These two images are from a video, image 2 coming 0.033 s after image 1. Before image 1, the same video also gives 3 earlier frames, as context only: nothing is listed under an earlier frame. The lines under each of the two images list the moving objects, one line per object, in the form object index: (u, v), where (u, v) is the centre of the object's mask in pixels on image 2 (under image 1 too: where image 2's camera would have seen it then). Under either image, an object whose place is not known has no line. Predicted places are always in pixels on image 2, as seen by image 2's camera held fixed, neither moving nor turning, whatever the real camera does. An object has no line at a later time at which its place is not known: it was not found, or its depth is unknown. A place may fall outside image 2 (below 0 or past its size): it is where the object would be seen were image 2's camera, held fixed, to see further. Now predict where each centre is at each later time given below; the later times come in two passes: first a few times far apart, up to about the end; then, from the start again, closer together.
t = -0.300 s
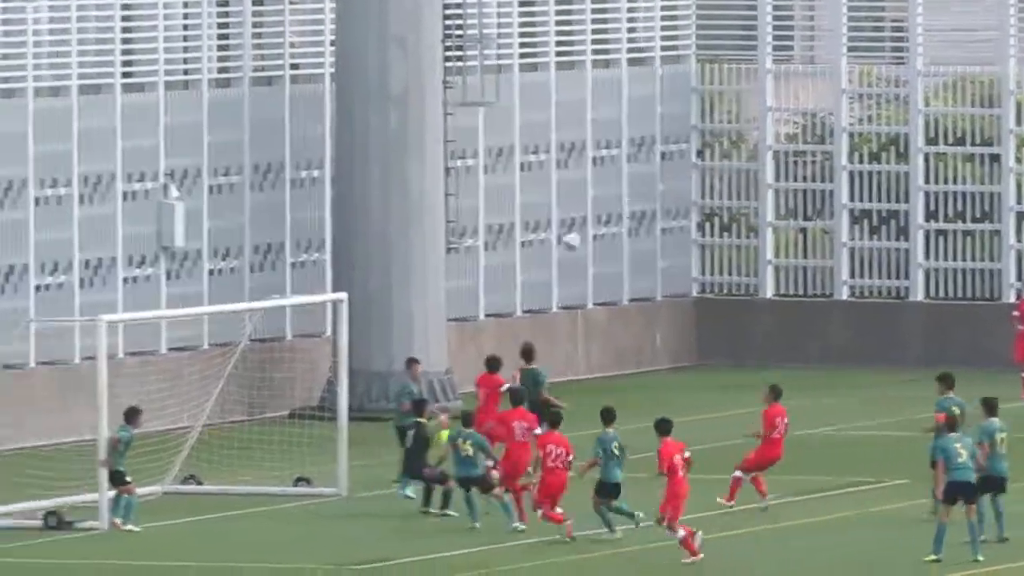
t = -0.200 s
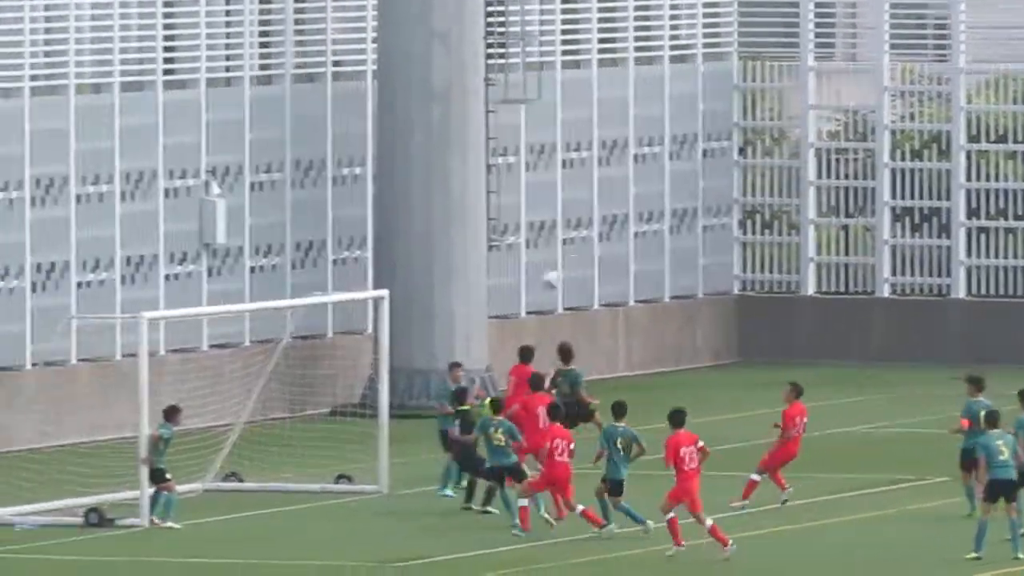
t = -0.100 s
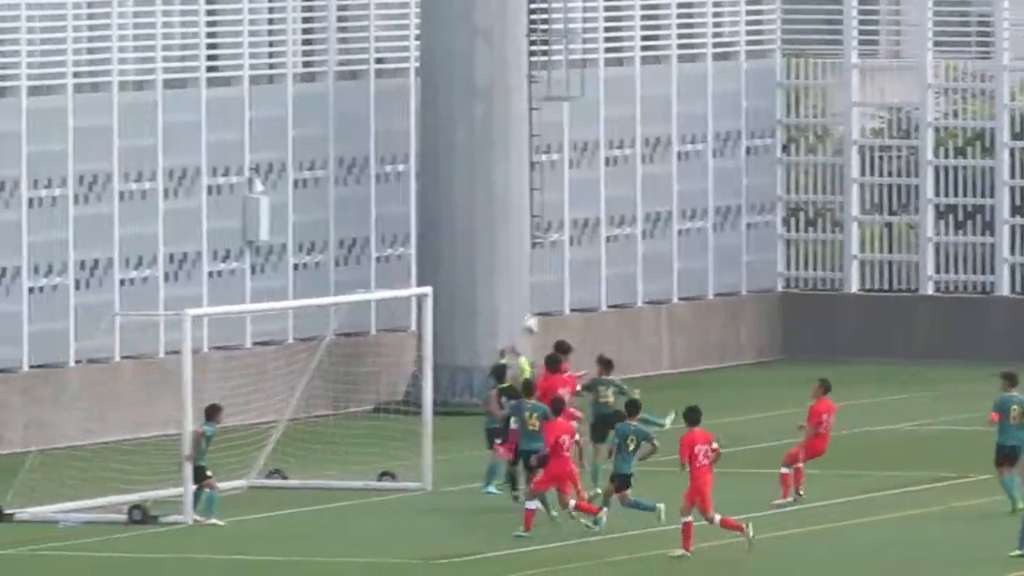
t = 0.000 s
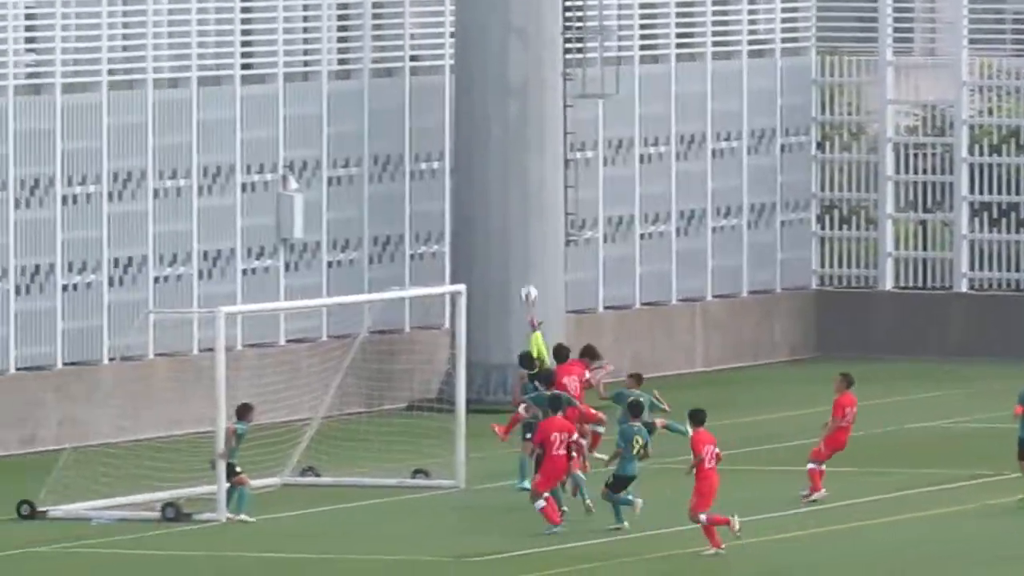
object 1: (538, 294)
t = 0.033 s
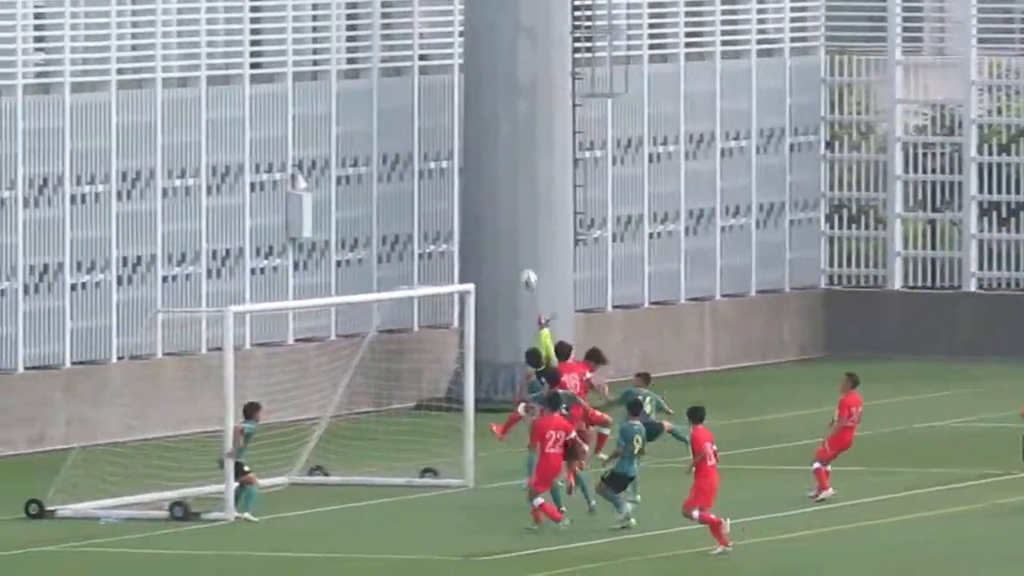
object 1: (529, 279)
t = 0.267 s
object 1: (472, 200)
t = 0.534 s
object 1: (408, 160)
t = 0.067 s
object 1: (522, 265)
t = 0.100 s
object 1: (512, 251)
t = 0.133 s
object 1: (505, 239)
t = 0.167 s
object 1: (496, 227)
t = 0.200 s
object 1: (488, 218)
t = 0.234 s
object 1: (480, 208)
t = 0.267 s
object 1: (472, 200)
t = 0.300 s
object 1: (464, 191)
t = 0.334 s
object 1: (456, 185)
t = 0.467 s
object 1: (428, 166)
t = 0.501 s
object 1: (416, 164)
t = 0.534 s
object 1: (408, 160)
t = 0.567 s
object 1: (400, 161)
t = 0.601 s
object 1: (394, 161)
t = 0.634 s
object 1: (386, 162)
